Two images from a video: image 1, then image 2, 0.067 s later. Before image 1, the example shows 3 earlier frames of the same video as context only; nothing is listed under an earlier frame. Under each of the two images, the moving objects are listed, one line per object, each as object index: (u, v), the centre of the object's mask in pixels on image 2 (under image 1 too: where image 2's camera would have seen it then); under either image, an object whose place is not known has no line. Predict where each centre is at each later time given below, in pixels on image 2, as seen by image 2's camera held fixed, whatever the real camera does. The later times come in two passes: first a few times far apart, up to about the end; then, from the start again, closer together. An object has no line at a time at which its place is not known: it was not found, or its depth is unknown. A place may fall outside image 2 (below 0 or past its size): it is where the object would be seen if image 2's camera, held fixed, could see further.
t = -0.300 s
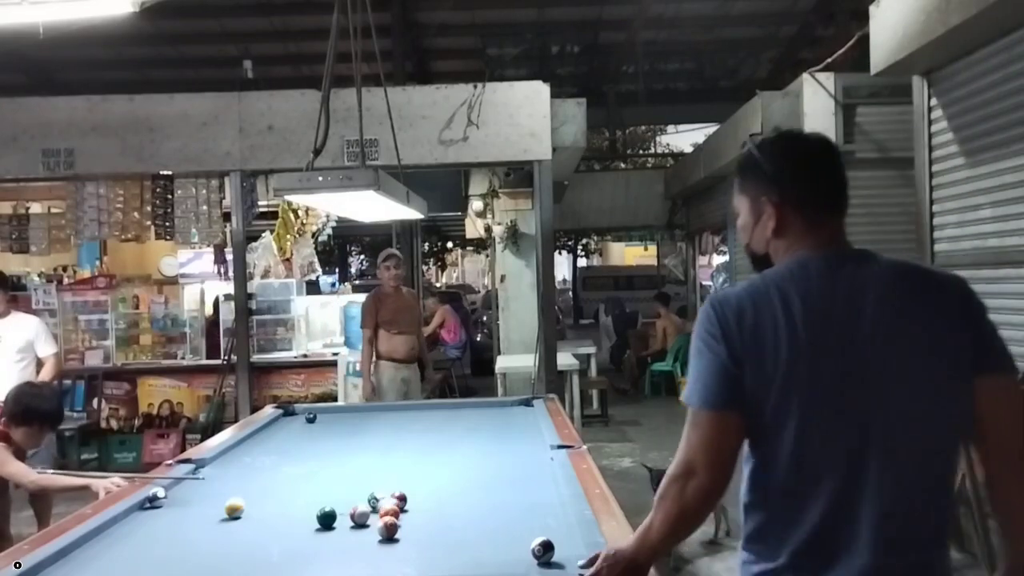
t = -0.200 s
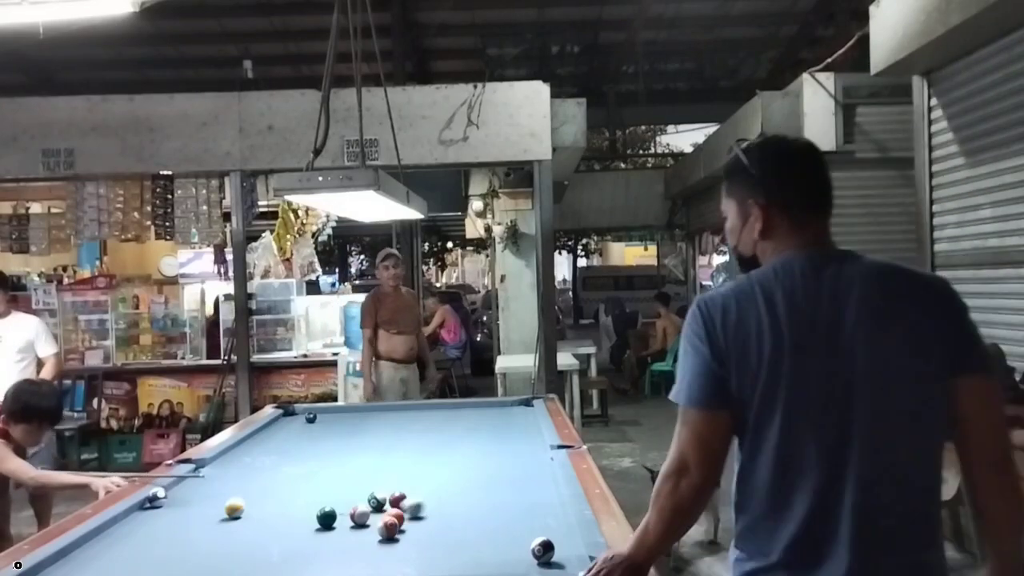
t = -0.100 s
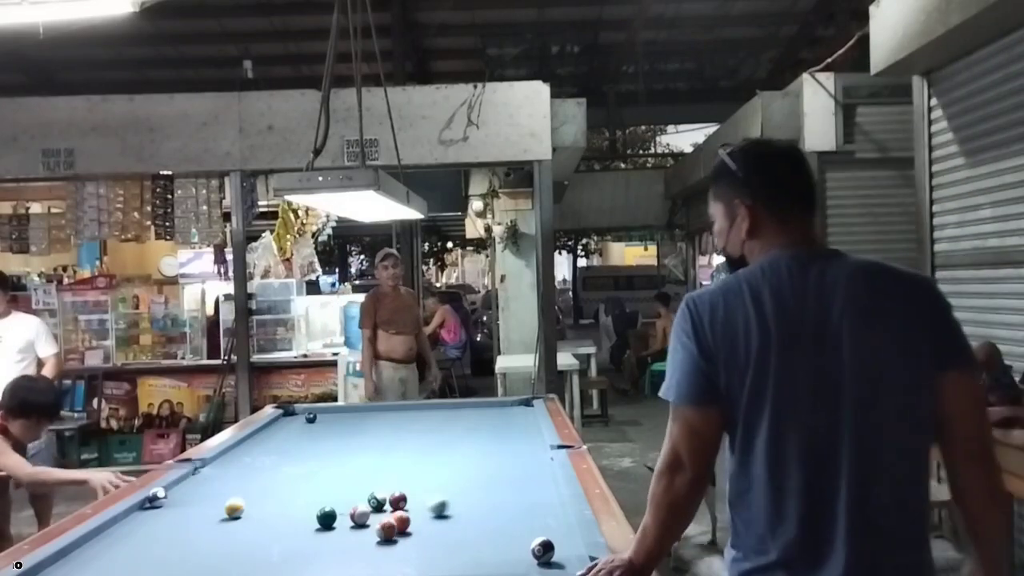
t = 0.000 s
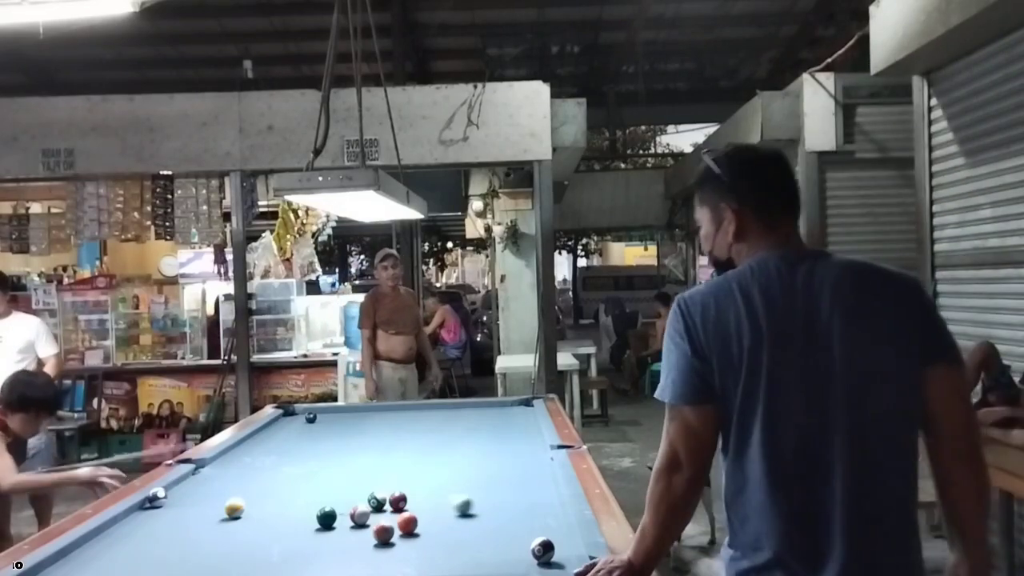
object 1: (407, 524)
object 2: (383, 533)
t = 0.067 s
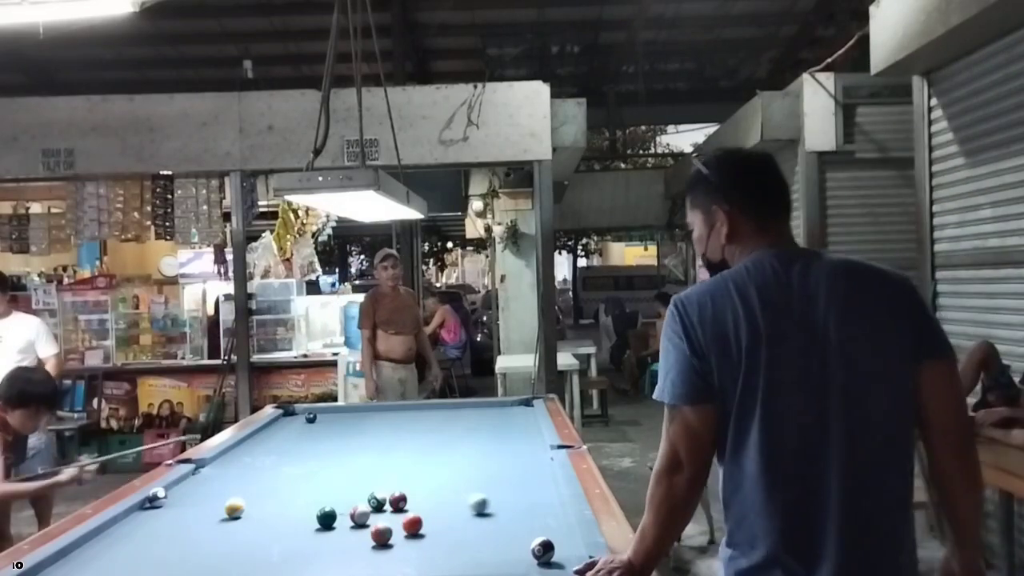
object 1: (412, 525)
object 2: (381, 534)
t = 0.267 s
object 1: (427, 526)
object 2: (376, 539)
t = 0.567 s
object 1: (446, 529)
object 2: (370, 544)
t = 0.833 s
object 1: (463, 531)
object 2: (365, 550)
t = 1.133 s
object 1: (479, 534)
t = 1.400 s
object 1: (492, 535)
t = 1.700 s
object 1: (503, 537)
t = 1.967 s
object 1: (512, 539)
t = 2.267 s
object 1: (520, 540)
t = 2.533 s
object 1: (524, 540)
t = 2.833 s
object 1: (526, 540)
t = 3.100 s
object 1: (526, 541)
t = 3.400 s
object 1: (526, 541)
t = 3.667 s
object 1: (526, 540)
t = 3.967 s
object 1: (526, 540)
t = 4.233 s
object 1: (526, 540)
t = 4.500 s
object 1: (526, 540)
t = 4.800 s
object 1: (526, 541)
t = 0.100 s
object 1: (415, 524)
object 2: (381, 535)
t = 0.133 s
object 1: (417, 525)
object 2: (380, 536)
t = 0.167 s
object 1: (419, 525)
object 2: (379, 537)
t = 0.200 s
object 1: (422, 525)
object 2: (378, 538)
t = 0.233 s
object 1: (424, 525)
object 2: (377, 538)
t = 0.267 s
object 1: (427, 526)
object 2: (376, 539)
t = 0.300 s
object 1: (429, 526)
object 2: (376, 540)
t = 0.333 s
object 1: (431, 526)
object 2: (375, 540)
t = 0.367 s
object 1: (433, 526)
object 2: (375, 541)
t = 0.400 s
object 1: (436, 527)
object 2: (374, 542)
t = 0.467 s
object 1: (440, 528)
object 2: (372, 542)
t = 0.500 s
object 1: (442, 528)
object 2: (372, 543)
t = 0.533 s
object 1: (444, 528)
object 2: (370, 544)
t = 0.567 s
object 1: (446, 529)
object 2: (370, 544)
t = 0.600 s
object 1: (449, 530)
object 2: (369, 545)
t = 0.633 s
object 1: (451, 529)
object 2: (369, 545)
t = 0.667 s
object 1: (453, 529)
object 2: (368, 547)
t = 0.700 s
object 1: (455, 529)
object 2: (368, 547)
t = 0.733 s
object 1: (457, 530)
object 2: (367, 548)
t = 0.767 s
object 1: (459, 530)
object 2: (366, 548)
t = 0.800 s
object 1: (461, 531)
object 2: (366, 549)
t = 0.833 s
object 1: (463, 531)
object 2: (365, 550)
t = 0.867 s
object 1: (465, 531)
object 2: (363, 549)
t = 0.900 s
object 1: (466, 531)
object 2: (363, 550)
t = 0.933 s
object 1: (468, 532)
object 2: (362, 551)
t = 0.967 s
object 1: (470, 532)
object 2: (362, 551)
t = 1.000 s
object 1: (472, 532)
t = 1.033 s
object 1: (473, 533)
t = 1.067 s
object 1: (475, 533)
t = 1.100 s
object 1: (477, 534)
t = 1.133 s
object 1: (479, 534)
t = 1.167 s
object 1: (480, 534)
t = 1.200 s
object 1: (482, 534)
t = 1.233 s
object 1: (484, 534)
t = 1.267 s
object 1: (485, 534)
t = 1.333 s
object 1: (488, 535)
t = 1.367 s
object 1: (490, 535)
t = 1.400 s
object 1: (492, 535)
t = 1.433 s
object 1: (493, 536)
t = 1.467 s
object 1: (494, 536)
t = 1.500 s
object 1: (496, 536)
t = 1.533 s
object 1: (497, 537)
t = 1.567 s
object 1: (498, 536)
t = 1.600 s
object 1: (500, 537)
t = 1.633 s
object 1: (501, 536)
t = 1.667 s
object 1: (502, 537)
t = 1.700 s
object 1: (503, 537)
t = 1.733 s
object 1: (505, 538)
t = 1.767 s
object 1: (506, 538)
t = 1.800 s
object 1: (507, 539)
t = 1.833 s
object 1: (508, 539)
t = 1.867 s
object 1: (509, 538)
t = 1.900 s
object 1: (510, 538)
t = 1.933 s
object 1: (511, 539)
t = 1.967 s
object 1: (512, 539)
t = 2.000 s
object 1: (513, 539)
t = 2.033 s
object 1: (514, 539)
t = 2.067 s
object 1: (515, 539)
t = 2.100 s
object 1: (516, 539)
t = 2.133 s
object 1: (517, 540)
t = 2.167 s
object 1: (518, 540)
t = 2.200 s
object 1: (519, 540)
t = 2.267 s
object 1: (520, 540)
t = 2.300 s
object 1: (521, 540)
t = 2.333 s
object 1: (522, 540)
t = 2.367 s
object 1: (522, 540)
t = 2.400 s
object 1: (523, 540)
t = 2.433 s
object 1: (523, 540)
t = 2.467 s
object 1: (523, 540)
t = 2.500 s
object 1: (524, 540)
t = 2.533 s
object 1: (524, 540)
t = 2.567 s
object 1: (524, 540)
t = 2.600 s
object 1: (524, 540)
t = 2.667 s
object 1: (525, 540)
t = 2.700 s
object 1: (525, 541)
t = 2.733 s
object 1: (525, 540)
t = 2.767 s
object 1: (525, 540)
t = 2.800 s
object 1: (525, 541)
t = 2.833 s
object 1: (526, 540)
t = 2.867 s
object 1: (526, 541)
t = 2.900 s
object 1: (526, 541)
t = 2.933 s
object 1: (526, 541)
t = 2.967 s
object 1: (526, 541)
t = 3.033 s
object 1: (526, 541)
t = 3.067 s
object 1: (526, 540)
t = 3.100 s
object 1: (526, 541)
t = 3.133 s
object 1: (527, 540)
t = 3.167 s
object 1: (526, 540)
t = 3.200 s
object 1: (526, 540)
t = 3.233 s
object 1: (527, 540)
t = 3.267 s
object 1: (527, 540)
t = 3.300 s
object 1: (526, 540)
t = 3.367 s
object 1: (526, 541)
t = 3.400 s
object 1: (526, 541)
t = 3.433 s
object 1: (526, 541)
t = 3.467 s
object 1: (526, 541)
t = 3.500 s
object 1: (526, 540)
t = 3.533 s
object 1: (526, 540)
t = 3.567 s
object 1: (526, 540)
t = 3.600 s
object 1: (526, 541)
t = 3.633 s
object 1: (526, 540)
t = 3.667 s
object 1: (526, 540)
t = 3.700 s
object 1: (526, 540)
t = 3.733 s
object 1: (526, 540)
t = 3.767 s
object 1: (526, 540)
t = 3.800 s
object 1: (526, 540)
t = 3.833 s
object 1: (526, 540)
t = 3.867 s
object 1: (526, 540)
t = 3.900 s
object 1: (526, 541)
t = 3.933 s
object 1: (526, 540)
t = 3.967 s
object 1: (526, 540)
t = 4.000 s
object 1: (526, 541)
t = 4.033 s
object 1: (526, 540)
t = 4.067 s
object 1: (526, 540)
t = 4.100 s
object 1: (526, 540)
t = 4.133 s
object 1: (526, 541)
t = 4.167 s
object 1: (526, 541)
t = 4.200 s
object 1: (526, 540)
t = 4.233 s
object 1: (526, 540)
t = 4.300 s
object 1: (526, 541)
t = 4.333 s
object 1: (526, 540)
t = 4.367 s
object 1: (526, 540)
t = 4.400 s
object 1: (526, 541)
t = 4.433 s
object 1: (527, 540)
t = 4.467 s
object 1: (526, 540)
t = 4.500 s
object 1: (526, 540)
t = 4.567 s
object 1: (526, 541)
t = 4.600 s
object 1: (526, 541)
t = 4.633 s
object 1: (526, 540)
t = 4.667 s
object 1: (526, 540)
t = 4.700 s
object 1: (526, 541)
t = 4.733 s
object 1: (526, 541)
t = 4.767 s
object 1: (526, 541)
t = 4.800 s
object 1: (526, 541)
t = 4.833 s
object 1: (526, 540)
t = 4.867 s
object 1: (526, 541)
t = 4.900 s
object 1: (526, 541)
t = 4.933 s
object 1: (526, 540)
